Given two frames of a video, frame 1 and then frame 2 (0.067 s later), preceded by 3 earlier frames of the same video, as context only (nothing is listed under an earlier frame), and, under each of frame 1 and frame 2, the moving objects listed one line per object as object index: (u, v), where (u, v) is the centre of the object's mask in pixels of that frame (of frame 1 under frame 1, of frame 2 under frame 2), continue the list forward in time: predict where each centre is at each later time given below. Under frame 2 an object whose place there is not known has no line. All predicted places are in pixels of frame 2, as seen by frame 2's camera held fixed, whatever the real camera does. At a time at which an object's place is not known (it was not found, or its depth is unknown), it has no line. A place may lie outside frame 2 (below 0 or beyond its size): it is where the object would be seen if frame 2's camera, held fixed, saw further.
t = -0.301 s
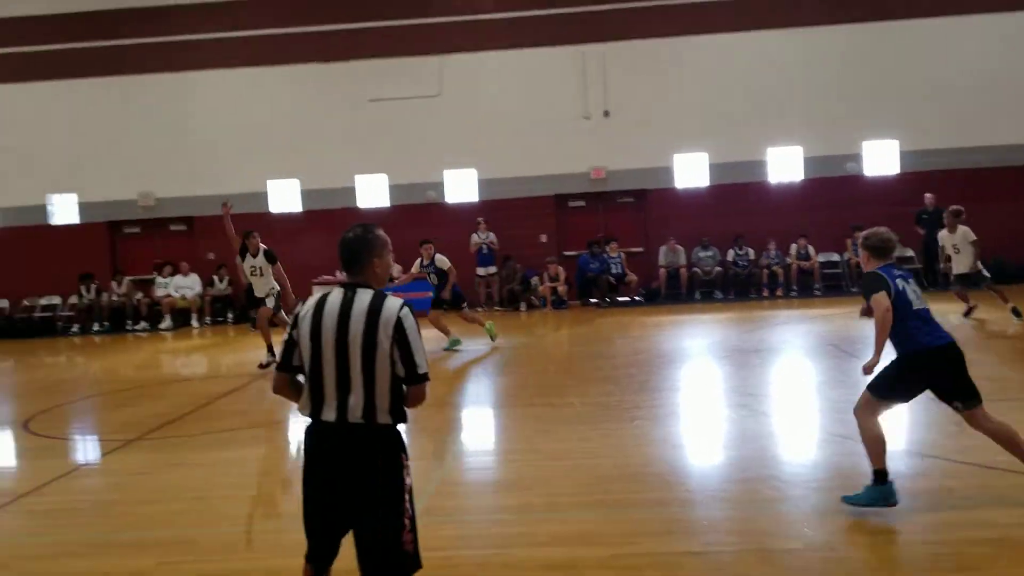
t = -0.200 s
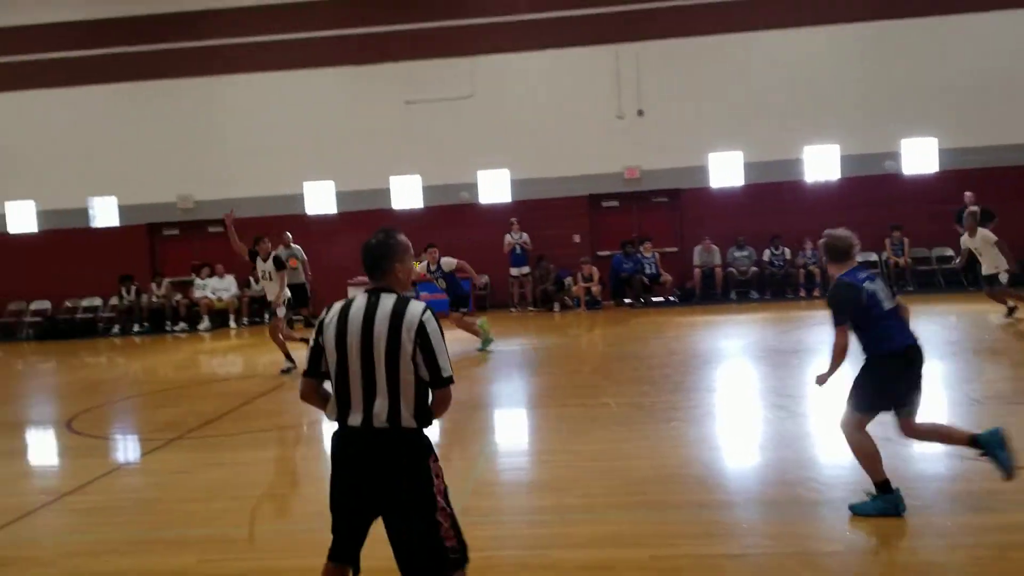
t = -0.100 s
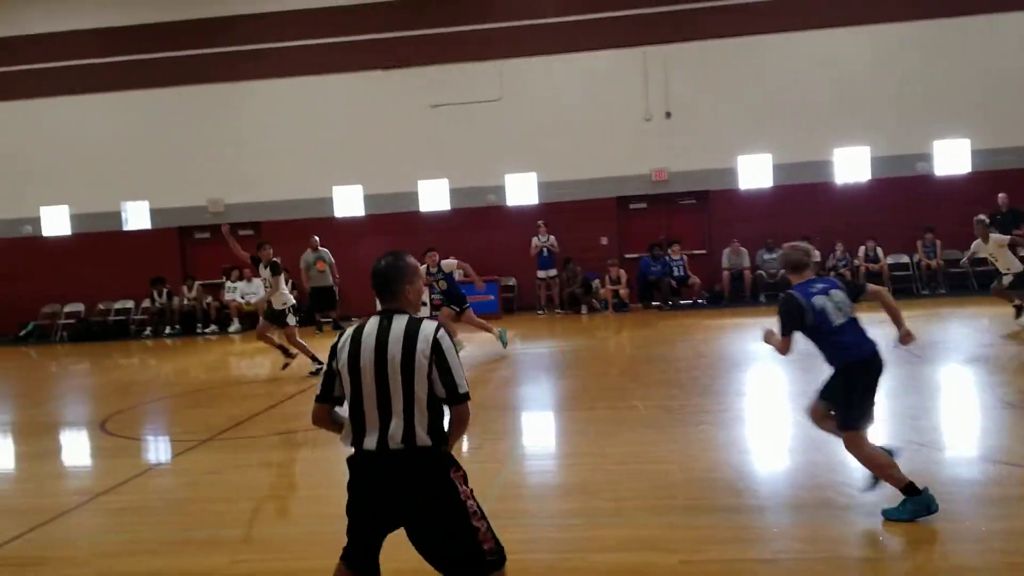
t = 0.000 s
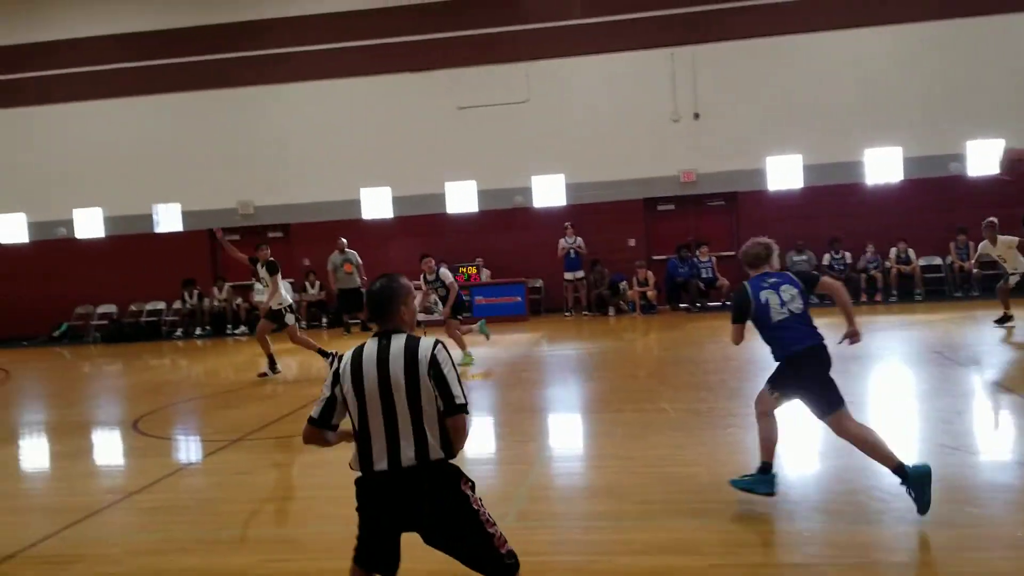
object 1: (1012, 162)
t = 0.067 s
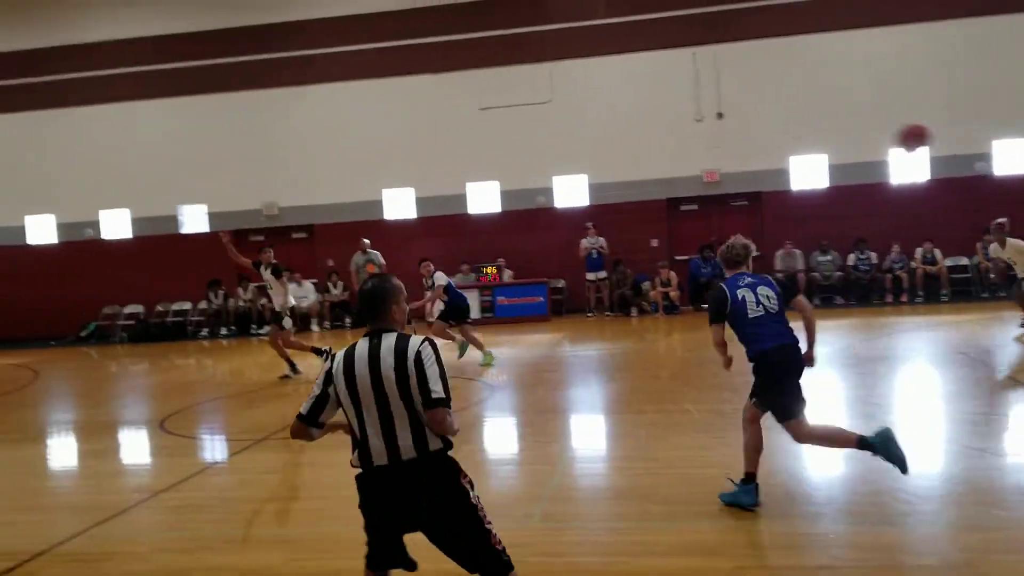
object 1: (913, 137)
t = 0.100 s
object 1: (855, 129)
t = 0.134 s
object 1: (799, 122)
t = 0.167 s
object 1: (749, 114)
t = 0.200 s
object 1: (700, 110)
